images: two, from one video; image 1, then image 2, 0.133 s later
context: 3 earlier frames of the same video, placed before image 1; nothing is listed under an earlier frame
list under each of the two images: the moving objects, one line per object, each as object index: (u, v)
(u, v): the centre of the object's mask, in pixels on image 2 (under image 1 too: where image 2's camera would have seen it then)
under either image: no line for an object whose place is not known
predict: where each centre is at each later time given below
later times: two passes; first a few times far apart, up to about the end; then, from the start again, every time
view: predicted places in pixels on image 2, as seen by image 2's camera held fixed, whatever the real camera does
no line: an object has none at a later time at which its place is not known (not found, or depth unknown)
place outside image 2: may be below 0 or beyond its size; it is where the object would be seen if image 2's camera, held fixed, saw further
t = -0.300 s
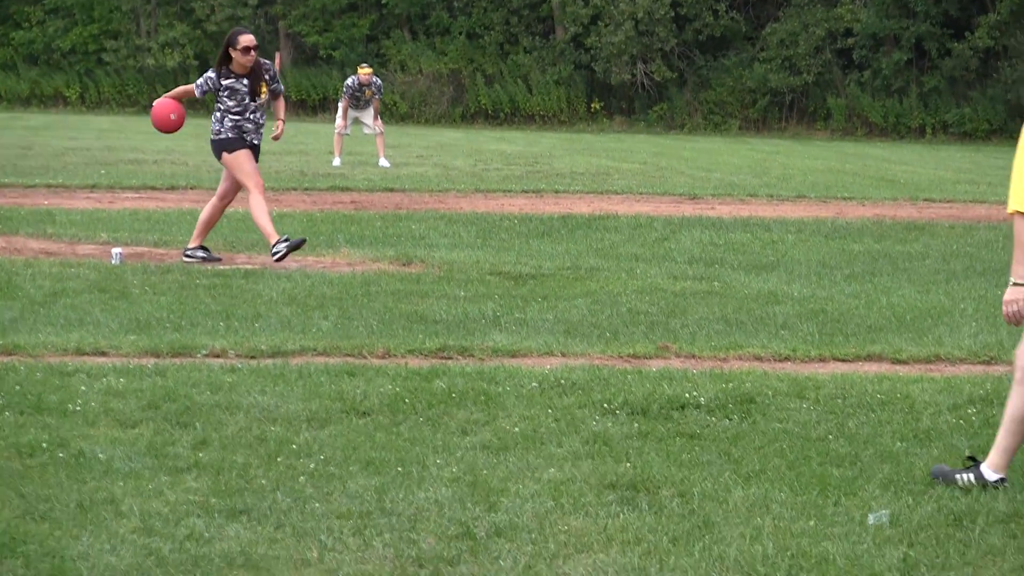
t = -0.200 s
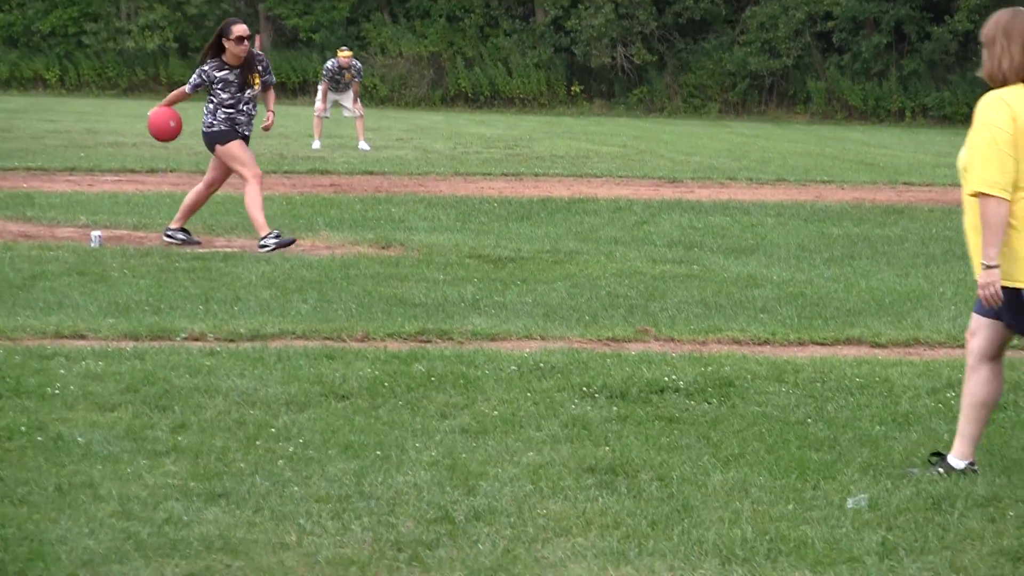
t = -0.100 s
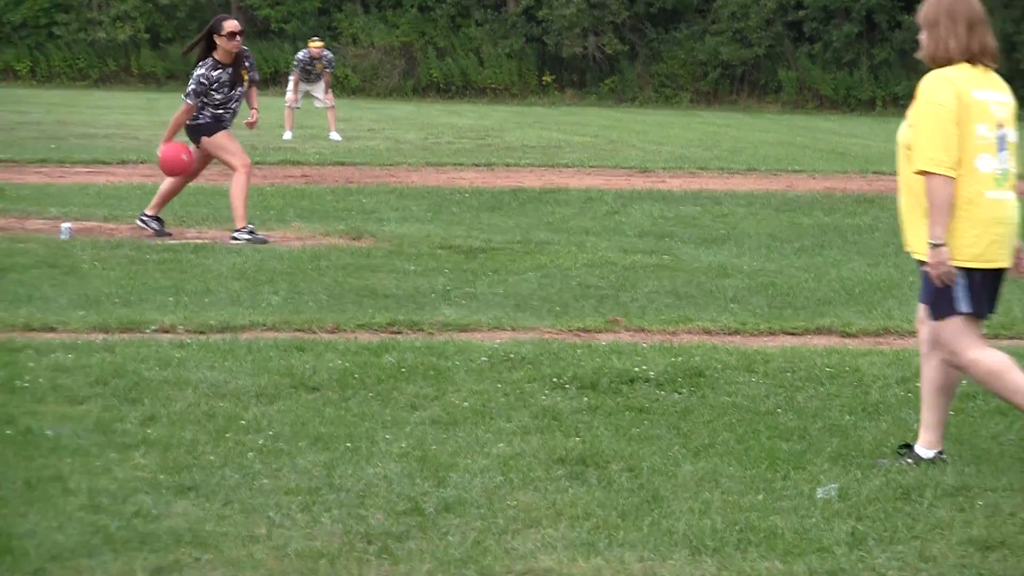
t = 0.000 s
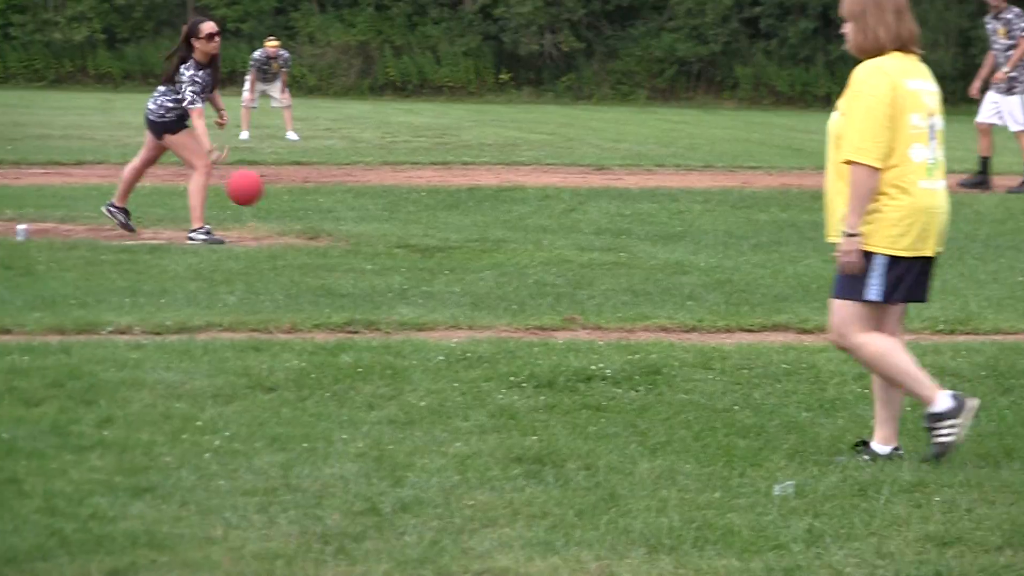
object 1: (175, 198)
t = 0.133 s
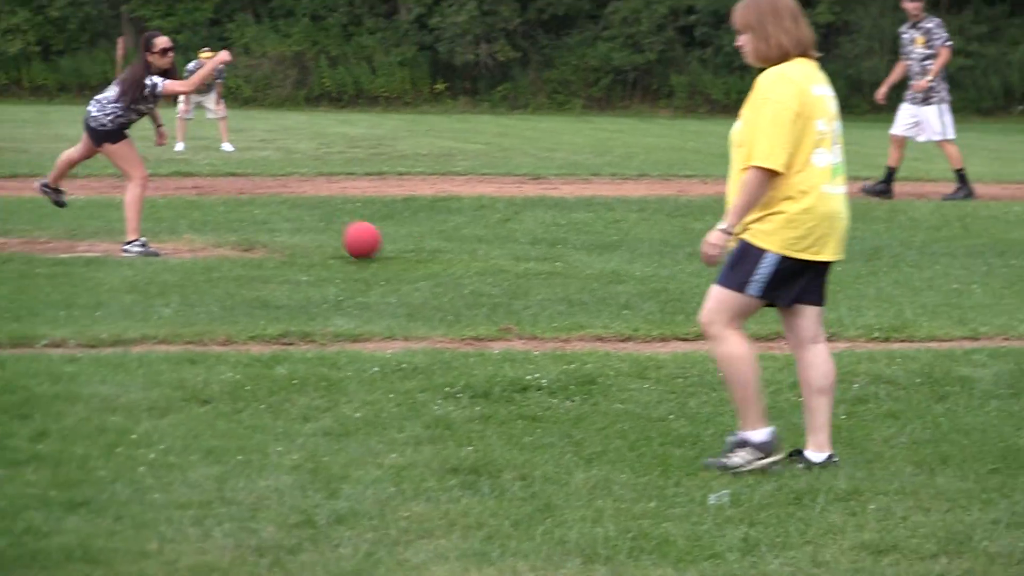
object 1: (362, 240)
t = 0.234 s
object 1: (472, 240)
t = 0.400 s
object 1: (619, 215)
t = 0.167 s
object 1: (409, 251)
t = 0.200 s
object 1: (442, 249)
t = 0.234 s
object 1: (472, 240)
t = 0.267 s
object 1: (503, 232)
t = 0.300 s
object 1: (533, 226)
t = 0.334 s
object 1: (563, 221)
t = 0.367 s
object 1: (594, 219)
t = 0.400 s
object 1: (619, 215)
